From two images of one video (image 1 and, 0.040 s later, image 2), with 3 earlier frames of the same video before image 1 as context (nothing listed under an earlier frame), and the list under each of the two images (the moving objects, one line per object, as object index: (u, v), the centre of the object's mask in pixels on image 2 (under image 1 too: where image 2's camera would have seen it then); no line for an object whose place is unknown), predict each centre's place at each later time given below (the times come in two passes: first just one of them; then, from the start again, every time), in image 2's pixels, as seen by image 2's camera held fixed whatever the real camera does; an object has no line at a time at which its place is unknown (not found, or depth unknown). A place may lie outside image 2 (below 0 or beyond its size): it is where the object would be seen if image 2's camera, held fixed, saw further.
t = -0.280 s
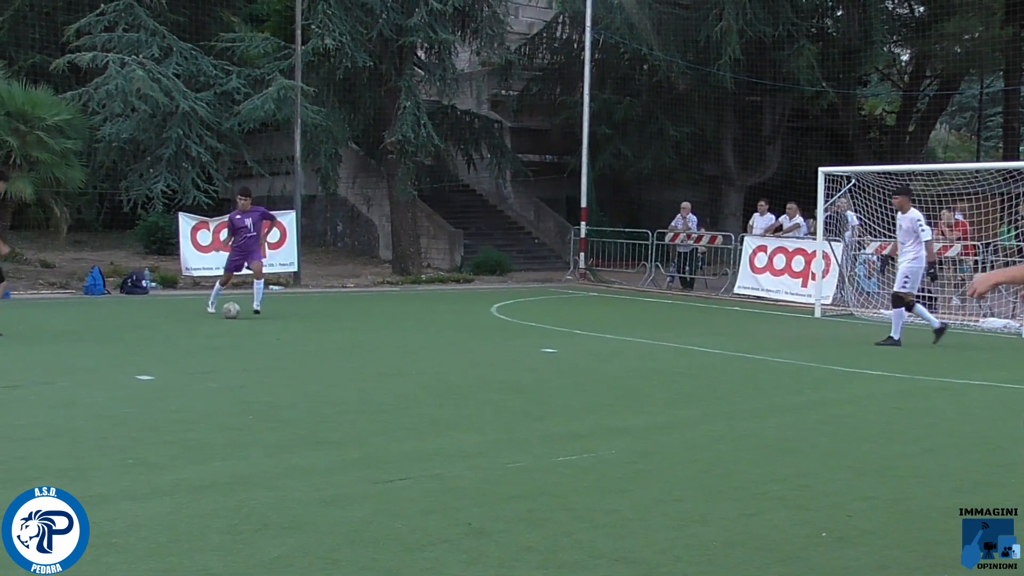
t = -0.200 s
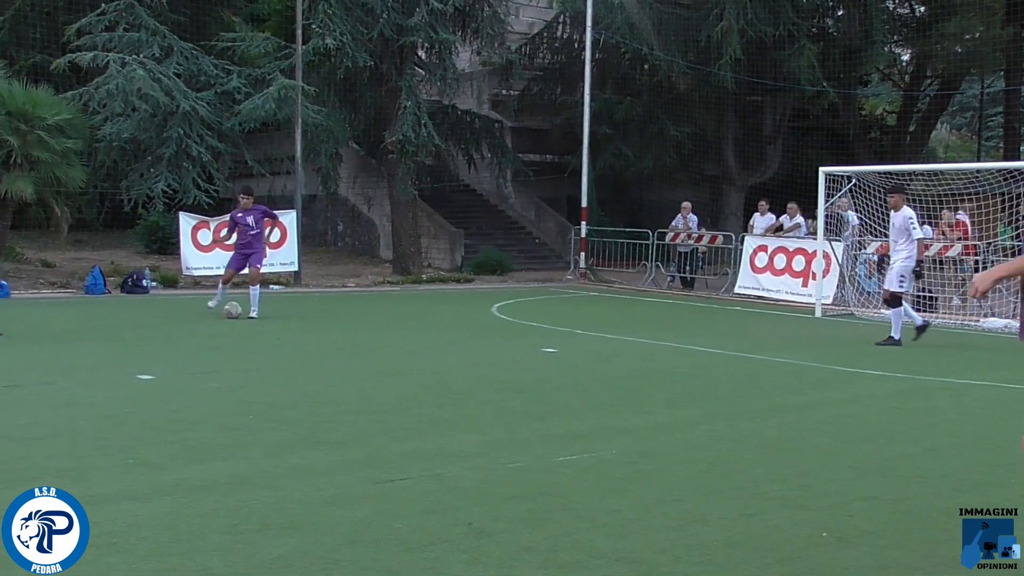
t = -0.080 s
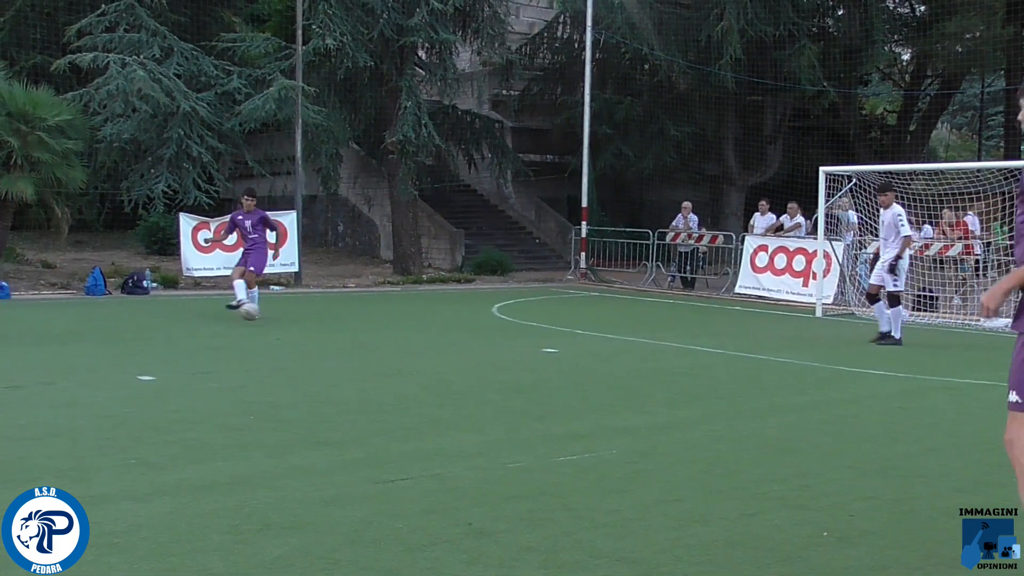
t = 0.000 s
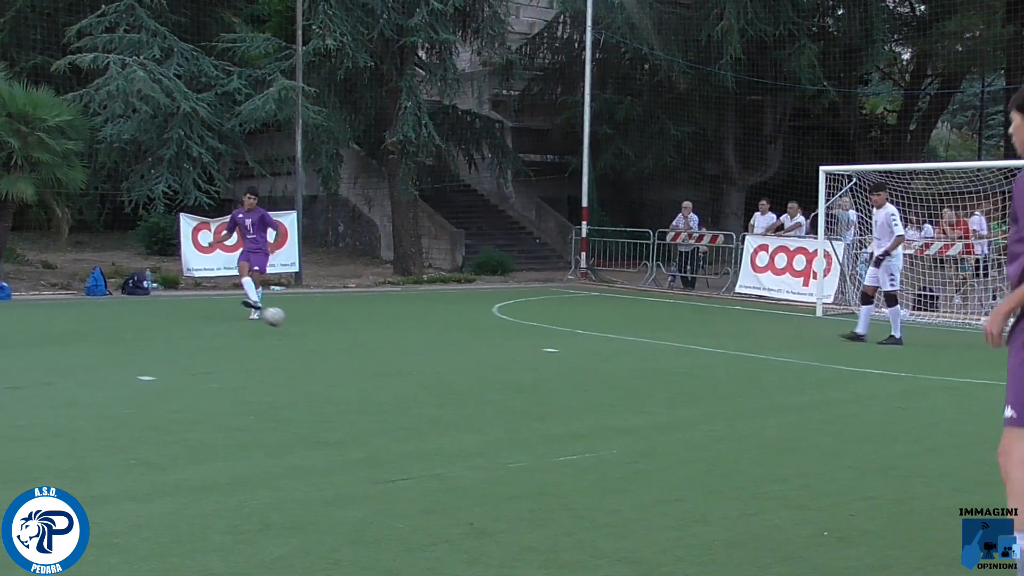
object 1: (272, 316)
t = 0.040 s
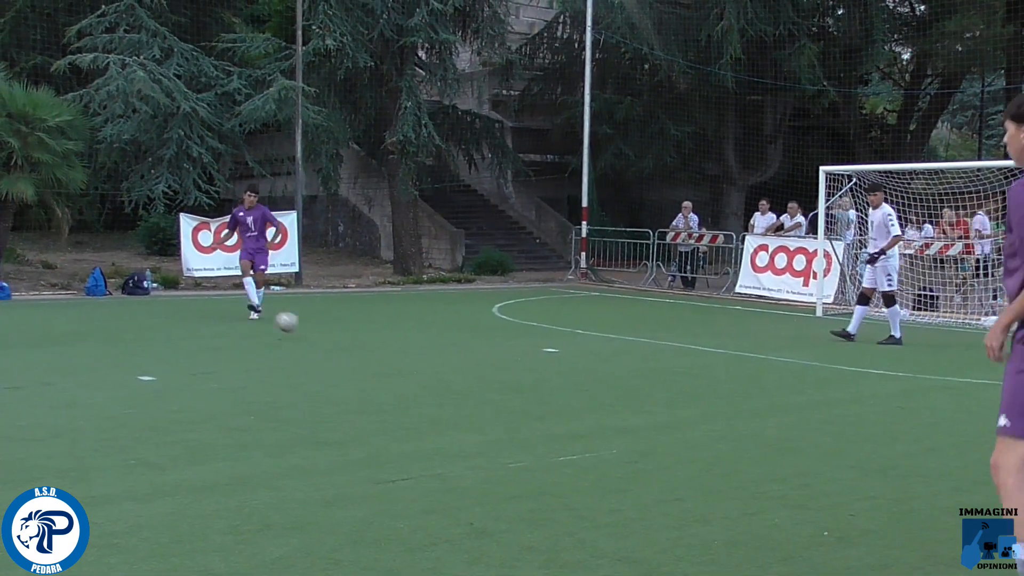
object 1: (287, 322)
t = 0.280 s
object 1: (391, 362)
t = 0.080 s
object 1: (302, 329)
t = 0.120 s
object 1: (318, 338)
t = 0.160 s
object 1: (336, 351)
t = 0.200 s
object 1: (354, 353)
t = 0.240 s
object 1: (372, 357)
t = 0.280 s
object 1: (391, 362)
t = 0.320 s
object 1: (414, 370)
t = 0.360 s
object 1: (438, 380)
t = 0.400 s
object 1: (466, 395)
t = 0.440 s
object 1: (494, 401)
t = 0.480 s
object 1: (522, 407)
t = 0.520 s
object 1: (553, 417)
